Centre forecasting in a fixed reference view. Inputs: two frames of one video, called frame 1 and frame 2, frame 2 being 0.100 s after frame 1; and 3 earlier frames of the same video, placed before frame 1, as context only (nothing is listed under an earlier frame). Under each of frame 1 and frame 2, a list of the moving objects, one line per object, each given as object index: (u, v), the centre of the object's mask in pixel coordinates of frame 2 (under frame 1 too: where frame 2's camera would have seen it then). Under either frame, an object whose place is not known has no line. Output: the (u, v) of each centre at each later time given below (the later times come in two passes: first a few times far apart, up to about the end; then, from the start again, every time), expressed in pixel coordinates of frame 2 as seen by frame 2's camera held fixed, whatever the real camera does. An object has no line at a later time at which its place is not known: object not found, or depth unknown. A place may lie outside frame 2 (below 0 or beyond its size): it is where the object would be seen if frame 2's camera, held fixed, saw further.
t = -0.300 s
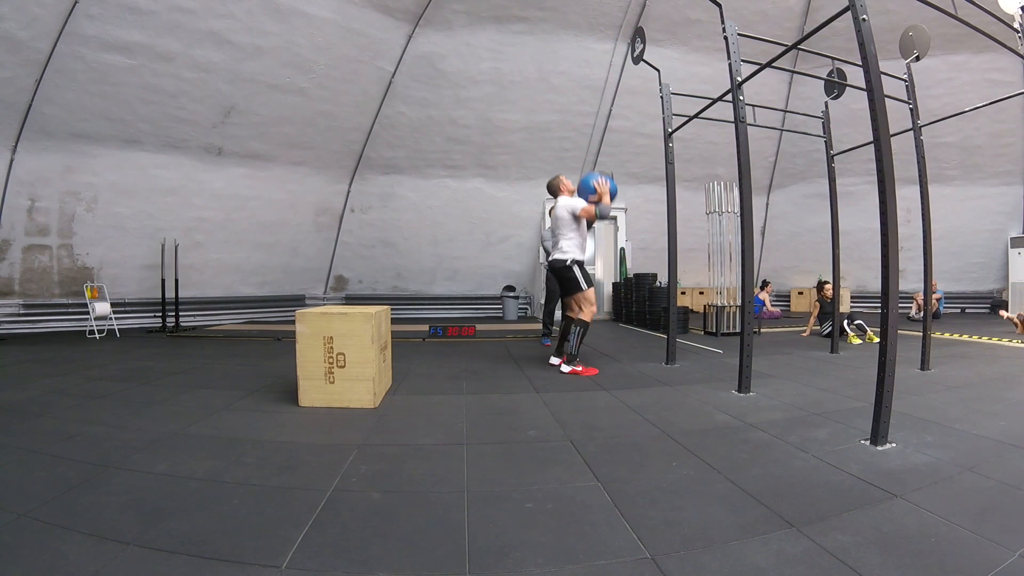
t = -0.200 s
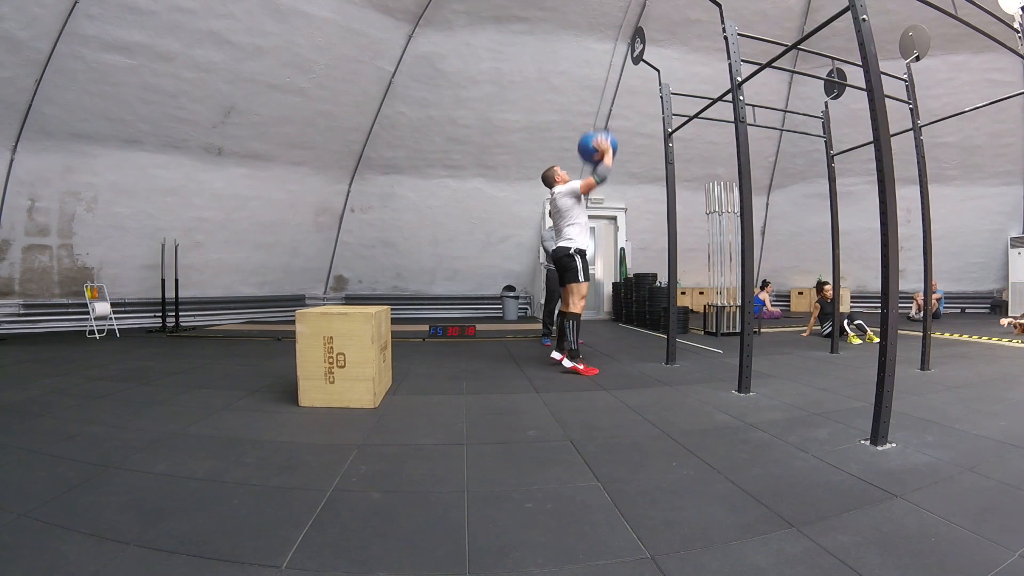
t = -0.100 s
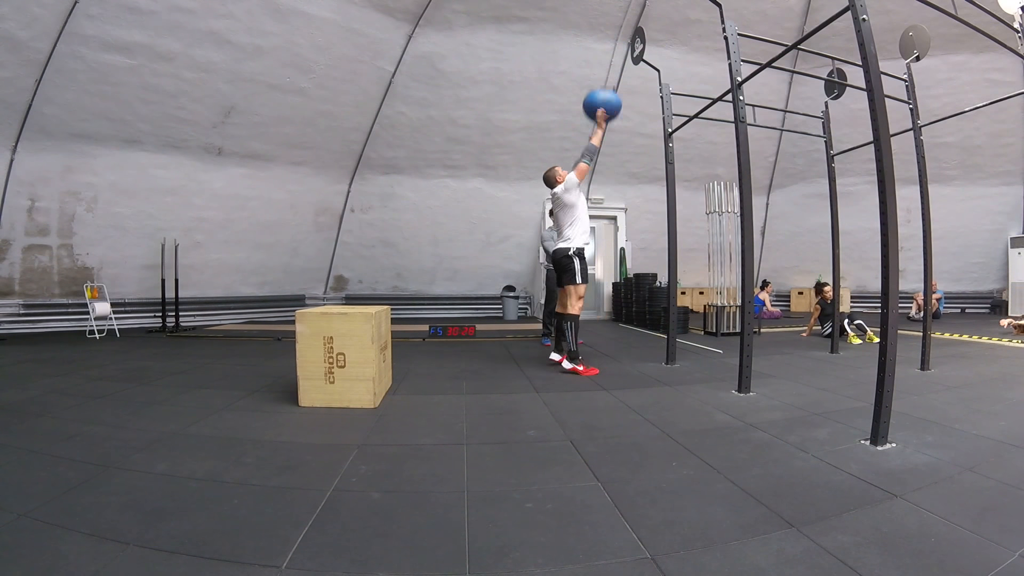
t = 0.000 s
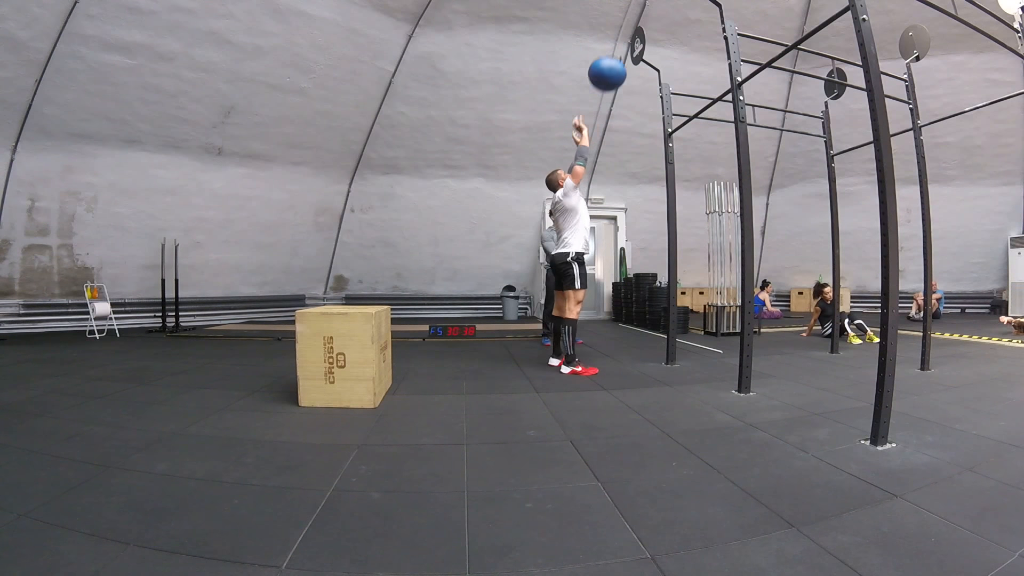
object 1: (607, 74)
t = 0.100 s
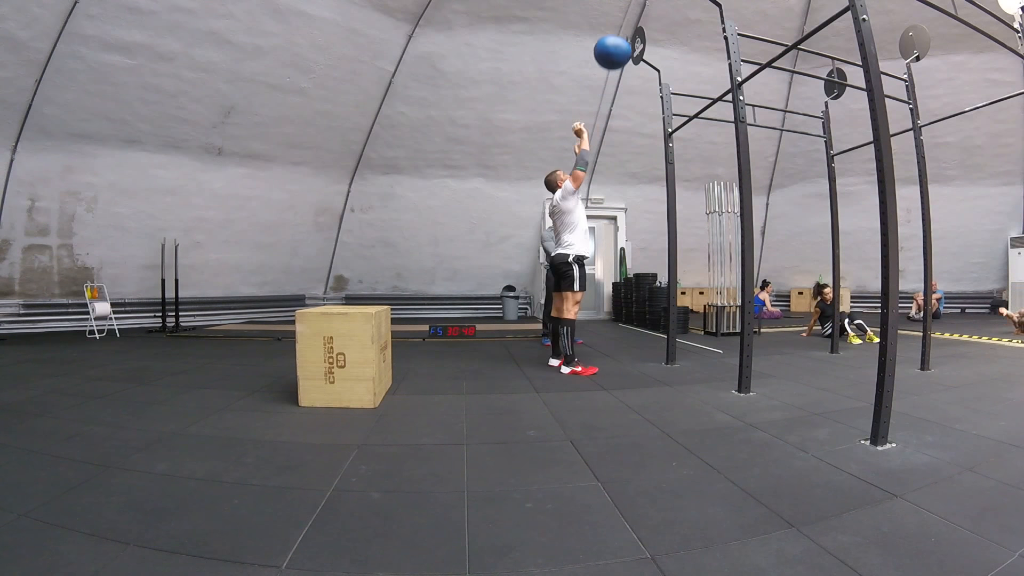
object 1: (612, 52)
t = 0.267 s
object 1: (621, 37)
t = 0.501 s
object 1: (615, 49)
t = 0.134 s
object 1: (614, 47)
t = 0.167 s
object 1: (616, 43)
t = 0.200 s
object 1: (618, 40)
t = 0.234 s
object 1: (620, 38)
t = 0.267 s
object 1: (621, 37)
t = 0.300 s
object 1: (622, 36)
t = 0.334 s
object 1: (621, 36)
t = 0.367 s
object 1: (620, 37)
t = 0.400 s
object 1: (619, 39)
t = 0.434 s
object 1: (617, 41)
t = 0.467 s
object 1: (616, 45)
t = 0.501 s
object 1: (615, 49)
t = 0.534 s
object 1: (614, 55)
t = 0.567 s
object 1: (613, 62)
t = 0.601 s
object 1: (612, 69)
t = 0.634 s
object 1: (611, 78)
